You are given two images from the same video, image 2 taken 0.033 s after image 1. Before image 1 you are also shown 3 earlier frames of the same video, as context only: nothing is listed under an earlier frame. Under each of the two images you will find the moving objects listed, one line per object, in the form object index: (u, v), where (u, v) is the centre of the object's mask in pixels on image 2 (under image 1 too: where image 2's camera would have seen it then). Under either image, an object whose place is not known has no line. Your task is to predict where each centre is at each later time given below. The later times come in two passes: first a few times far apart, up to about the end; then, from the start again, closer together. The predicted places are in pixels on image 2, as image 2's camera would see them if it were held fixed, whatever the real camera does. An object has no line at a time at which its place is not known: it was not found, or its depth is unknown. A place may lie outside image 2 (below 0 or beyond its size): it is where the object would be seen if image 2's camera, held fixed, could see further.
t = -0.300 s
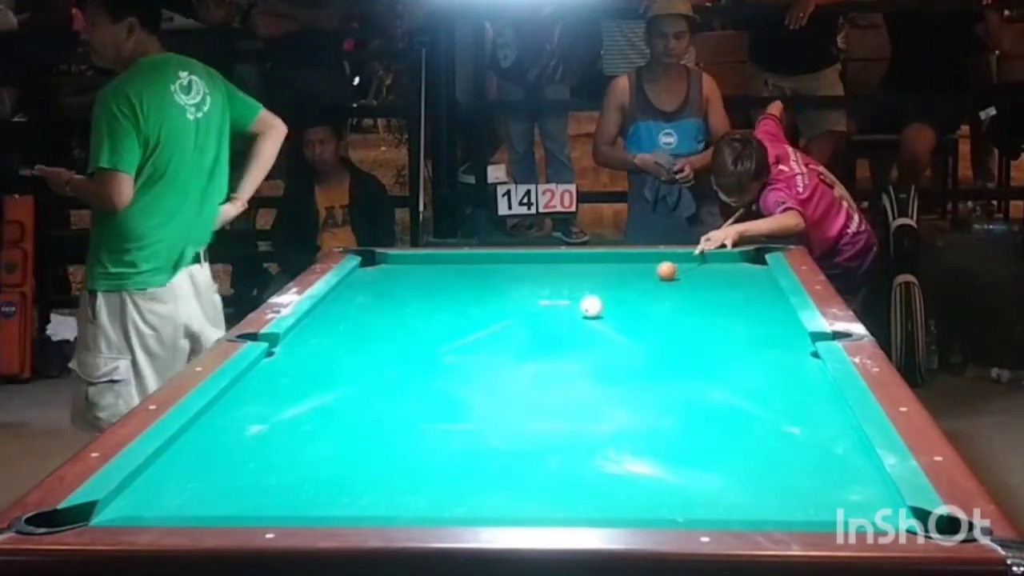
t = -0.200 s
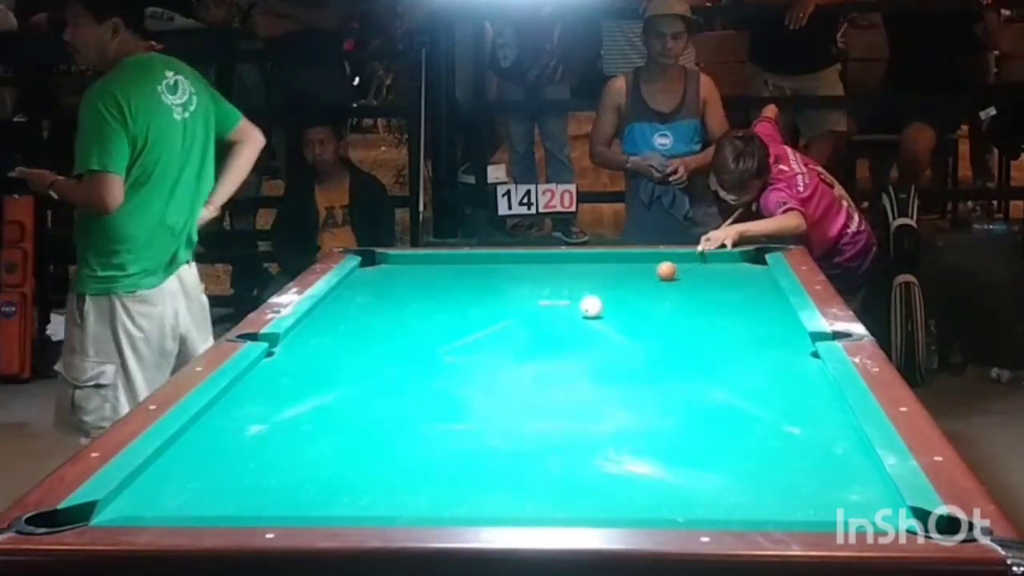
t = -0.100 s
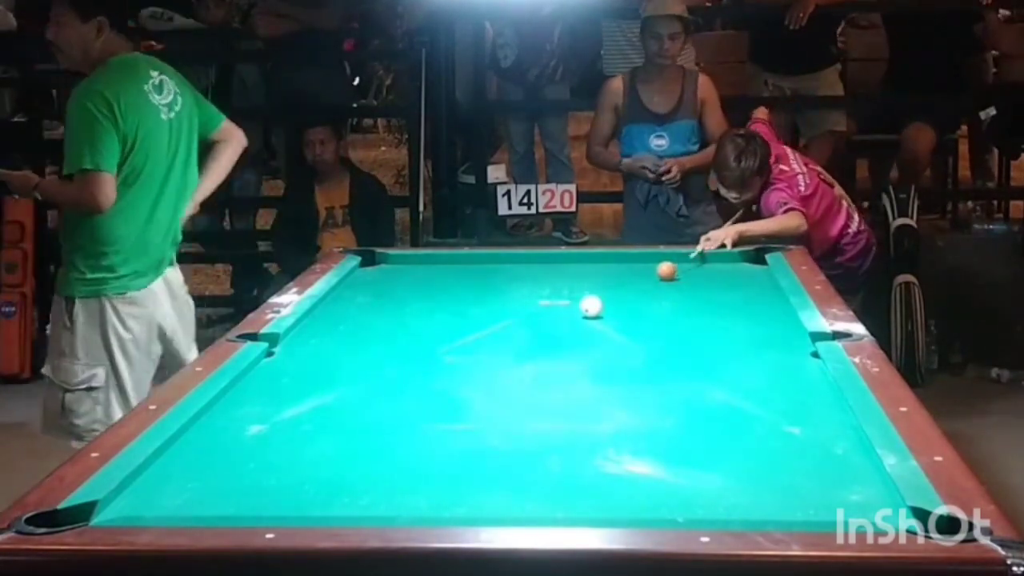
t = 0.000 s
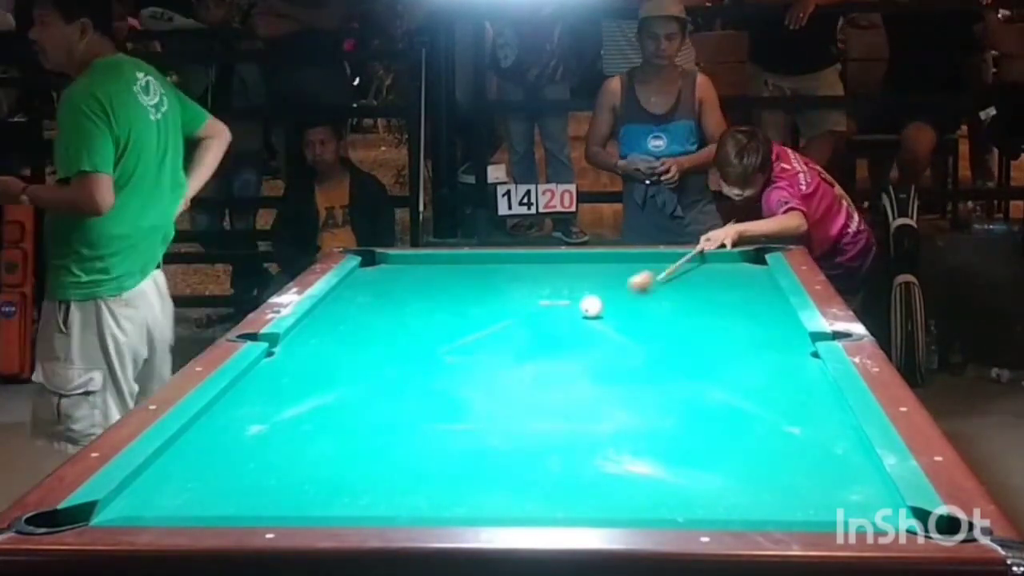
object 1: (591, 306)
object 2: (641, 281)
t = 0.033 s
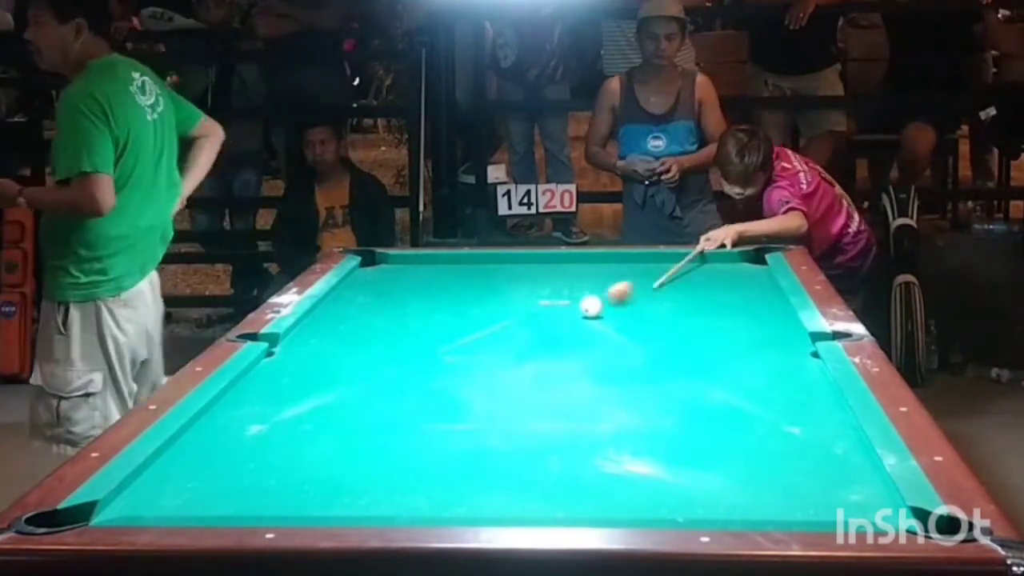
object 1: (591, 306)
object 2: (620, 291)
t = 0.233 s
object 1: (429, 372)
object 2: (613, 304)
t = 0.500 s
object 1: (100, 510)
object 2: (630, 305)
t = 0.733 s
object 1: (106, 508)
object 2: (644, 306)
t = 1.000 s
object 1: (108, 511)
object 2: (657, 307)
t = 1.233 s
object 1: (100, 510)
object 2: (667, 308)
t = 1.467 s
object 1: (94, 510)
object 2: (674, 308)
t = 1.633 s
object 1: (90, 511)
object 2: (680, 308)
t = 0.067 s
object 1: (587, 307)
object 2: (602, 302)
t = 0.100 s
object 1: (558, 319)
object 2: (603, 303)
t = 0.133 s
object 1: (528, 331)
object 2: (606, 304)
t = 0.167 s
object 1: (497, 344)
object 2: (608, 304)
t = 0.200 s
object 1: (465, 357)
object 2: (611, 304)
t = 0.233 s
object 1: (429, 372)
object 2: (613, 304)
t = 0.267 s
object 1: (392, 387)
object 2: (615, 304)
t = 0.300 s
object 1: (352, 403)
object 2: (617, 304)
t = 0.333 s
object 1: (310, 420)
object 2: (619, 304)
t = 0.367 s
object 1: (263, 439)
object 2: (621, 304)
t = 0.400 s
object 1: (215, 461)
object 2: (624, 305)
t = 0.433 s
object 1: (160, 484)
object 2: (626, 305)
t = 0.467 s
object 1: (114, 505)
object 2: (628, 305)
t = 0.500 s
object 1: (100, 510)
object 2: (630, 305)
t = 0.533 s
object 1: (95, 510)
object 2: (632, 305)
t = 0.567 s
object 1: (105, 511)
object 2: (634, 305)
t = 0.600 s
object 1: (109, 511)
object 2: (636, 306)
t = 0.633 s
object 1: (108, 509)
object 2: (638, 306)
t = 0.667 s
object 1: (105, 508)
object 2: (640, 306)
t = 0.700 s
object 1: (103, 507)
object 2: (642, 306)
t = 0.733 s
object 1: (106, 508)
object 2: (644, 306)
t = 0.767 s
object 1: (107, 509)
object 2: (646, 306)
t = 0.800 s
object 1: (108, 509)
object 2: (647, 306)
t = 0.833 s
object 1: (109, 510)
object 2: (649, 307)
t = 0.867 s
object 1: (109, 511)
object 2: (651, 307)
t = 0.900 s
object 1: (110, 511)
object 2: (653, 307)
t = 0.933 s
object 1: (110, 511)
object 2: (654, 307)
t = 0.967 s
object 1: (109, 511)
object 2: (656, 307)
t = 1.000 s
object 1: (108, 511)
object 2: (657, 307)
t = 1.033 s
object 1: (106, 511)
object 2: (659, 307)
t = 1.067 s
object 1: (105, 511)
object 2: (660, 307)
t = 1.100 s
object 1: (104, 511)
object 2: (662, 307)
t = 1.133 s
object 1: (102, 511)
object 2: (664, 307)
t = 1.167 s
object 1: (102, 511)
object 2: (665, 307)
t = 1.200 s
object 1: (101, 510)
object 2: (666, 307)
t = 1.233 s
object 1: (100, 510)
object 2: (667, 308)
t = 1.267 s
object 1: (99, 510)
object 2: (668, 308)
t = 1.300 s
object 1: (98, 510)
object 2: (670, 308)
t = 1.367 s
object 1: (96, 510)
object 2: (672, 308)
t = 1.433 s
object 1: (95, 510)
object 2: (673, 308)
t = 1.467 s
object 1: (94, 510)
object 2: (674, 308)
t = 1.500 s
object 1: (93, 510)
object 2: (675, 308)
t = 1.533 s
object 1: (92, 510)
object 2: (677, 308)
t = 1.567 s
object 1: (91, 510)
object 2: (678, 308)
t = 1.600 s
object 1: (90, 510)
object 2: (679, 308)
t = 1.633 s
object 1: (90, 511)
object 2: (680, 308)
